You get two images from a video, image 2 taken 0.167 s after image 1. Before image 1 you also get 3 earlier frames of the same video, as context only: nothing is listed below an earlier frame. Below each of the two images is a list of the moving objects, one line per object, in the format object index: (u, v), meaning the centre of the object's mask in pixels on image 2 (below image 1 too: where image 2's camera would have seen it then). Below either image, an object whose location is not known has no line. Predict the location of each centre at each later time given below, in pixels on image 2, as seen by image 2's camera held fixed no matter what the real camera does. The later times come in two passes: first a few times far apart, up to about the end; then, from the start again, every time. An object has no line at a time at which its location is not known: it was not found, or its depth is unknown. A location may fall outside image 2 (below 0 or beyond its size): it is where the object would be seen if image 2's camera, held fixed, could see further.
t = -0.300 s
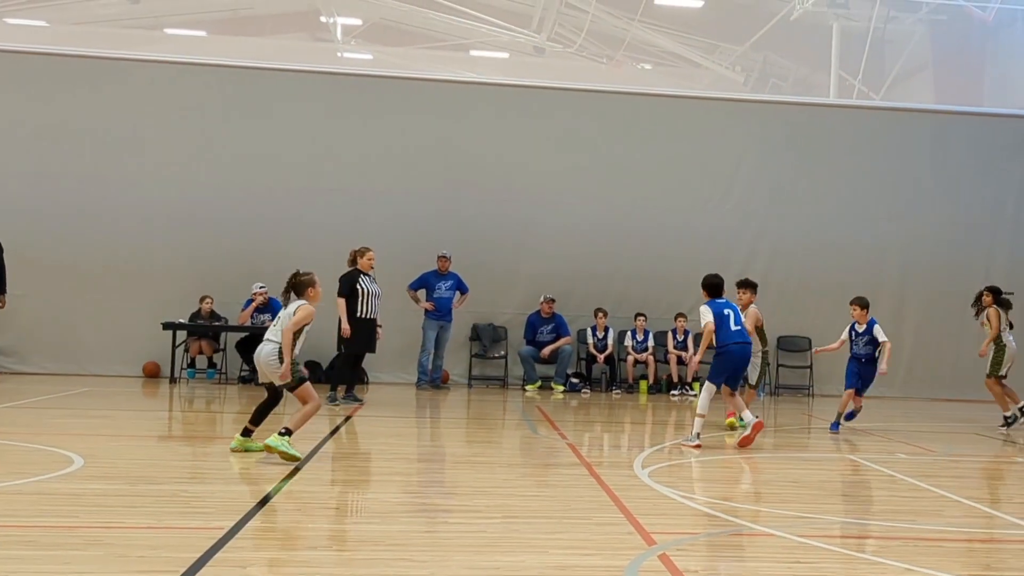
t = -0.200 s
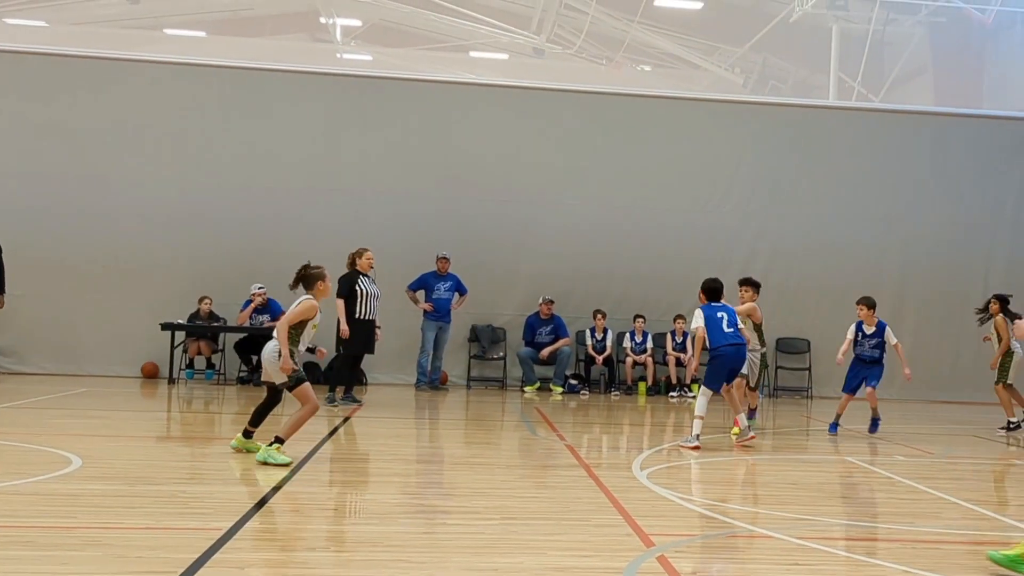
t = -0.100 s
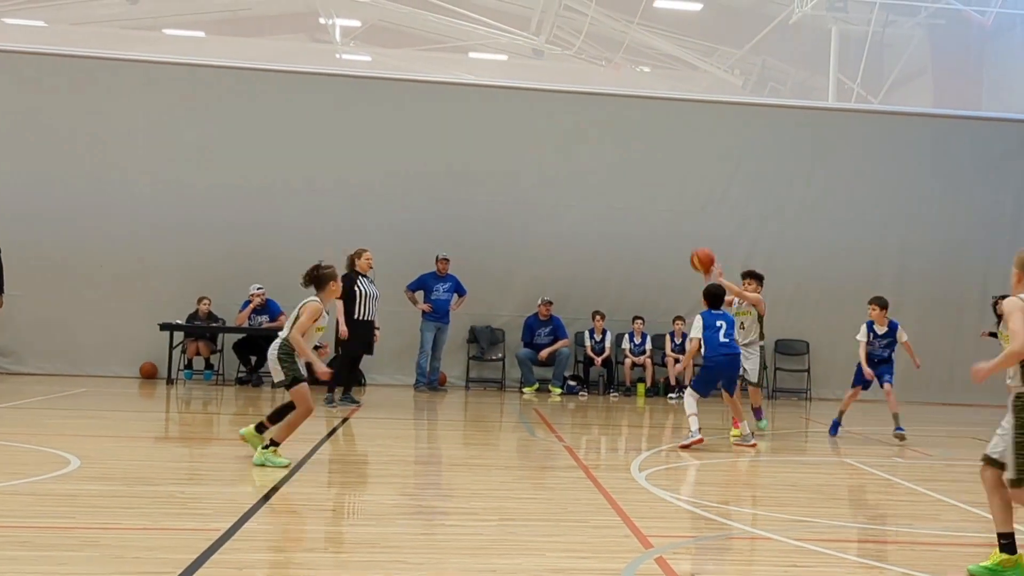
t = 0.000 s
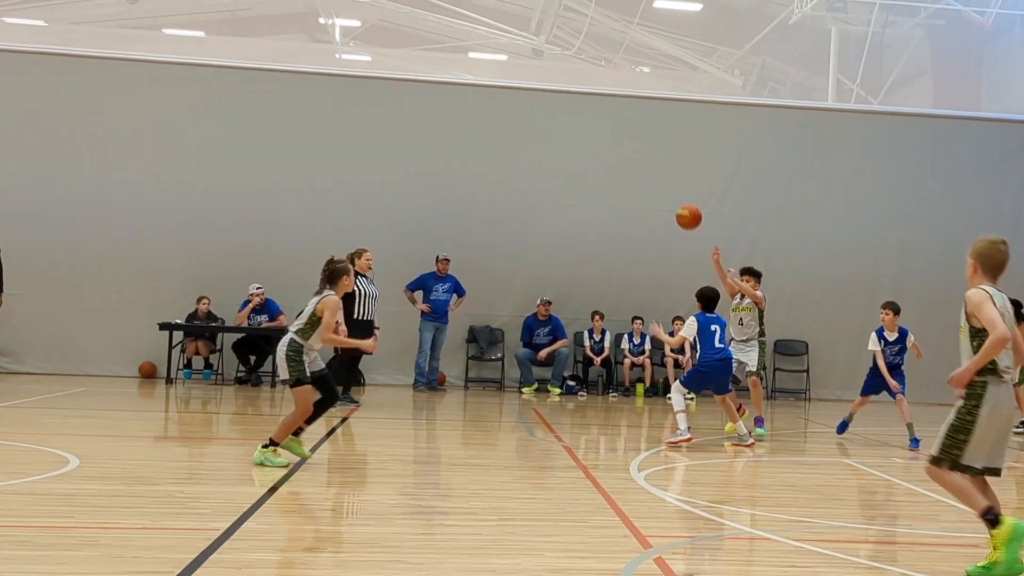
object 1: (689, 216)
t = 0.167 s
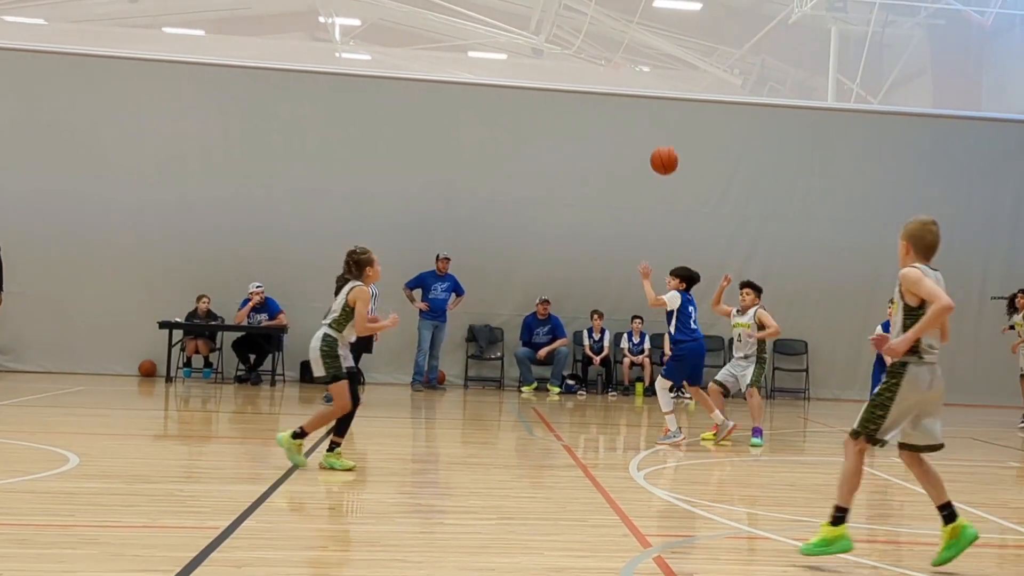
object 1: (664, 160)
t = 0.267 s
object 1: (647, 140)
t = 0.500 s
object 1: (594, 141)
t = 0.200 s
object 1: (659, 152)
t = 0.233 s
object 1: (653, 146)
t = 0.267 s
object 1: (647, 140)
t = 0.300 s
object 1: (640, 135)
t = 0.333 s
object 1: (633, 132)
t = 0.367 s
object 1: (626, 131)
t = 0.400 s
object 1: (619, 131)
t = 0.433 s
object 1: (611, 133)
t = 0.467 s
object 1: (603, 136)
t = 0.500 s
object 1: (594, 141)
